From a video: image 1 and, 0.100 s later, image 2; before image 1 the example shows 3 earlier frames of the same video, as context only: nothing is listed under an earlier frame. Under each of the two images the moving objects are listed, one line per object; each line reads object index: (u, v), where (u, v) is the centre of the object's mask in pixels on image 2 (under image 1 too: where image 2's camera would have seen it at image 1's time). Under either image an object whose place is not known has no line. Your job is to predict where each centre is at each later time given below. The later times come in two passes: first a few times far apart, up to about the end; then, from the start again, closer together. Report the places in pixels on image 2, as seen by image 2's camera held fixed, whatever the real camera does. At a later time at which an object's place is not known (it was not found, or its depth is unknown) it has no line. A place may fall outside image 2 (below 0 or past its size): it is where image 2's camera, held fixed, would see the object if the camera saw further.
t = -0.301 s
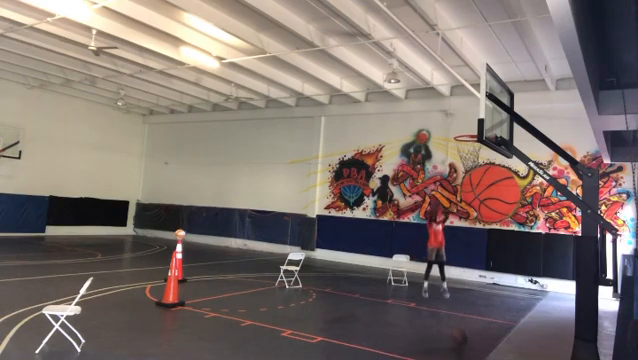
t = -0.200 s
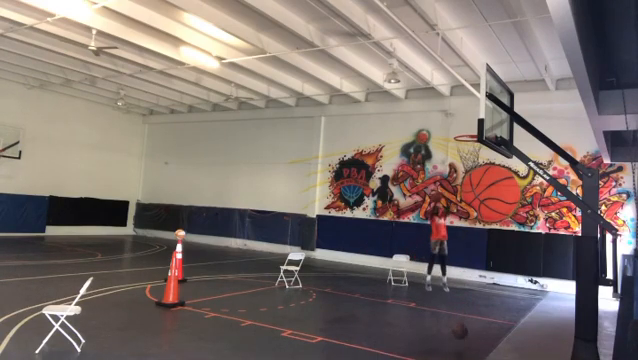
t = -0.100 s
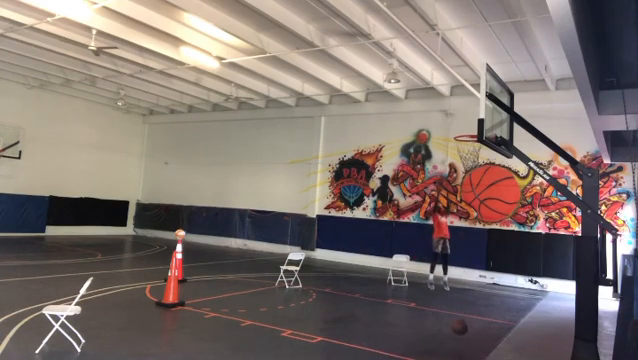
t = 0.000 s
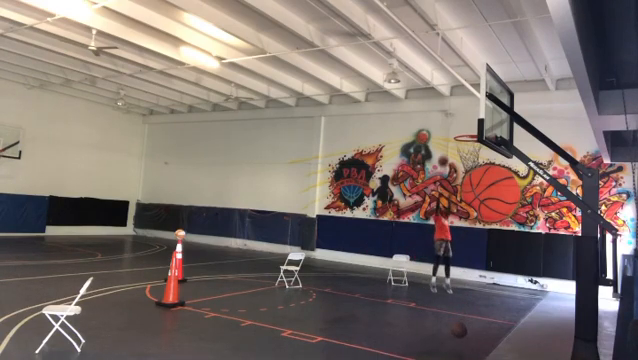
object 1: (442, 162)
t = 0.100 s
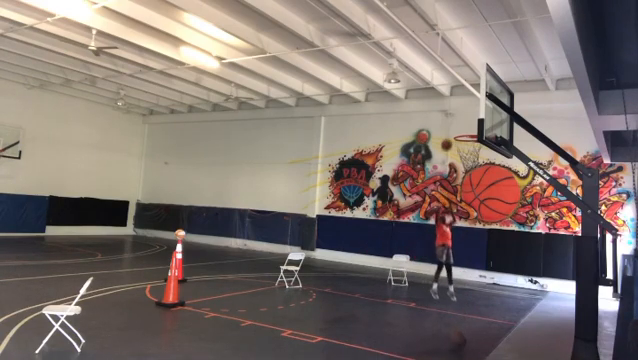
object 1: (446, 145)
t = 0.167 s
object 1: (448, 136)
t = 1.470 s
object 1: (469, 251)
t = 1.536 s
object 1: (468, 274)
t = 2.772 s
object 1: (410, 297)
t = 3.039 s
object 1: (401, 269)
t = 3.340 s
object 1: (390, 254)
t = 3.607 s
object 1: (378, 279)
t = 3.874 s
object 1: (369, 281)
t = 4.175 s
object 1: (358, 266)
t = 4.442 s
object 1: (347, 291)
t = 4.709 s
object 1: (339, 275)
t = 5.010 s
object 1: (328, 283)
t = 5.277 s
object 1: (319, 279)
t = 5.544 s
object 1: (311, 284)
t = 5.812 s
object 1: (304, 281)
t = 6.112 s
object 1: (295, 290)
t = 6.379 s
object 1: (288, 283)
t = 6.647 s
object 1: (280, 284)
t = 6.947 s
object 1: (272, 285)
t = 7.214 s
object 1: (267, 285)
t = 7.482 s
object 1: (257, 287)
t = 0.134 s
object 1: (447, 140)
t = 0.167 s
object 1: (448, 136)
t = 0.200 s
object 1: (449, 132)
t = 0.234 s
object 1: (450, 129)
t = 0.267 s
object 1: (452, 126)
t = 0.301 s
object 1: (453, 123)
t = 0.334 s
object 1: (454, 121)
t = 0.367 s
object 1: (455, 120)
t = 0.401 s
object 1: (456, 119)
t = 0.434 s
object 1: (457, 118)
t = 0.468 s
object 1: (458, 119)
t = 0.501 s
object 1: (459, 120)
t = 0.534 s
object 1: (460, 121)
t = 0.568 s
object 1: (461, 124)
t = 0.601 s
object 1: (462, 127)
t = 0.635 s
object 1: (463, 130)
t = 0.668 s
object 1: (463, 135)
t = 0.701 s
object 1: (466, 139)
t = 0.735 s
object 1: (473, 146)
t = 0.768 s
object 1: (479, 151)
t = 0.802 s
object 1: (482, 154)
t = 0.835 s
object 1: (485, 155)
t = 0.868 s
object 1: (485, 156)
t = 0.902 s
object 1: (485, 156)
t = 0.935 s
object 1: (484, 157)
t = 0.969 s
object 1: (483, 158)
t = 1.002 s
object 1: (482, 160)
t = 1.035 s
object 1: (481, 163)
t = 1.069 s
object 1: (481, 166)
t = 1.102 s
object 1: (481, 170)
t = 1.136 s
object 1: (480, 175)
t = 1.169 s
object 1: (479, 180)
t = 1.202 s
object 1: (478, 186)
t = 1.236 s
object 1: (477, 191)
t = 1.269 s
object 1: (476, 199)
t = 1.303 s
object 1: (476, 205)
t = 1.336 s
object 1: (474, 214)
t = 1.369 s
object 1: (473, 223)
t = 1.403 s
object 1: (471, 228)
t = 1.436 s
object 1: (471, 240)
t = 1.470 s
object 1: (469, 251)
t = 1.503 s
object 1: (469, 261)
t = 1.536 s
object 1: (468, 274)
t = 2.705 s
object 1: (412, 278)
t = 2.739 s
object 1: (413, 288)
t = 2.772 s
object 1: (410, 297)
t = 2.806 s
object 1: (410, 306)
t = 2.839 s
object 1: (409, 306)
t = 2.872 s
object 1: (408, 299)
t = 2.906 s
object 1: (406, 291)
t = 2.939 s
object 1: (405, 285)
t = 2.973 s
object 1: (403, 280)
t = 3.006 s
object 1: (403, 274)
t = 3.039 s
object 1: (401, 269)
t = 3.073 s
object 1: (400, 265)
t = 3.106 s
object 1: (399, 261)
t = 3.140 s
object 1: (397, 258)
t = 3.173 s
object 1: (396, 256)
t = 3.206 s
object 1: (395, 254)
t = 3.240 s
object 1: (394, 253)
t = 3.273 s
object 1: (392, 253)
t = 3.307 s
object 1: (391, 253)
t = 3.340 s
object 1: (390, 254)
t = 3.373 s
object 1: (389, 255)
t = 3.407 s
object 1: (387, 257)
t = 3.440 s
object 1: (386, 259)
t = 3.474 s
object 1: (384, 263)
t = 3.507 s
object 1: (382, 266)
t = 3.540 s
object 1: (381, 269)
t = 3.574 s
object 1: (379, 274)
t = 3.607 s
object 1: (378, 279)
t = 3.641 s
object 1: (377, 284)
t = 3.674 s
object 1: (376, 290)
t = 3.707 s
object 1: (374, 298)
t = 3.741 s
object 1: (373, 303)
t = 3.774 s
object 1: (372, 296)
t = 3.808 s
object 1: (371, 290)
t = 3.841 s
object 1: (370, 285)
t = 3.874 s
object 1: (369, 281)
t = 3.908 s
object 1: (368, 277)
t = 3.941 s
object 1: (367, 275)
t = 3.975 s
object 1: (364, 271)
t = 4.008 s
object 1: (364, 269)
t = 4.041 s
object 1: (363, 267)
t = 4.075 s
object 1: (362, 267)
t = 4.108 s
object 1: (360, 266)
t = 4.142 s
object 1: (359, 266)
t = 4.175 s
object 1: (358, 266)
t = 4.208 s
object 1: (356, 268)
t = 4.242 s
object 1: (355, 271)
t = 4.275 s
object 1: (354, 271)
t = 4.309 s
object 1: (354, 273)
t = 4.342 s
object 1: (352, 278)
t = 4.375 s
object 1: (350, 281)
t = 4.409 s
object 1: (349, 286)
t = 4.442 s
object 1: (347, 291)
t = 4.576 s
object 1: (343, 286)
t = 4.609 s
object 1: (342, 283)
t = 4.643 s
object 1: (341, 280)
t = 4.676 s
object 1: (340, 277)
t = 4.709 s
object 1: (339, 275)
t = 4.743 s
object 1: (338, 274)
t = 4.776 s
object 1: (337, 274)
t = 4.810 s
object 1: (335, 274)
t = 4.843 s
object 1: (334, 274)
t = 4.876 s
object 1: (333, 274)
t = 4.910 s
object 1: (332, 276)
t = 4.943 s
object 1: (330, 278)
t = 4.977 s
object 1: (329, 280)
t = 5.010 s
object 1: (328, 283)
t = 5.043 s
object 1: (327, 286)
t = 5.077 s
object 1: (325, 291)
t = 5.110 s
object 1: (324, 294)
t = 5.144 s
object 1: (324, 291)
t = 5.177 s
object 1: (323, 287)
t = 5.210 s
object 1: (321, 284)
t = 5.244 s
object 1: (321, 282)
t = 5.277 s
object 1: (319, 279)
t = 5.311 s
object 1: (318, 278)
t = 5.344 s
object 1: (318, 277)
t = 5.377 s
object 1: (317, 277)
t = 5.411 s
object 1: (316, 278)
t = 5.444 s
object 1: (315, 278)
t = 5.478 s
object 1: (314, 279)
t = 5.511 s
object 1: (313, 280)
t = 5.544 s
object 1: (311, 284)
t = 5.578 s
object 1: (310, 286)
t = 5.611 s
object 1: (309, 290)
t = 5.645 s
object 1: (308, 293)
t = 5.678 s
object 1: (308, 290)
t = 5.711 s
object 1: (307, 286)
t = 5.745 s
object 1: (306, 284)
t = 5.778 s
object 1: (305, 282)
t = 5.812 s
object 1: (304, 281)
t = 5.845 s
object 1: (303, 280)
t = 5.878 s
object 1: (303, 280)
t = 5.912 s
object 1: (302, 280)
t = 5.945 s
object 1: (301, 280)
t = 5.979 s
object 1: (299, 282)
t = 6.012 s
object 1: (298, 284)
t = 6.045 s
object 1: (297, 287)
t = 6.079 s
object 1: (295, 289)
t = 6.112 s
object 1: (295, 290)
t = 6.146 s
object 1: (295, 288)
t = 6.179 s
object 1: (293, 285)
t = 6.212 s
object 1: (292, 283)
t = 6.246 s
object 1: (291, 282)
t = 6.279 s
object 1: (291, 282)
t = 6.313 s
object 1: (290, 282)
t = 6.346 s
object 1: (289, 283)
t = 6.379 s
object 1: (288, 283)
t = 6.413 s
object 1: (288, 284)
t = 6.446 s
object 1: (286, 285)
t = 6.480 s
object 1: (284, 290)
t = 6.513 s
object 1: (284, 288)
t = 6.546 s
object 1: (283, 286)
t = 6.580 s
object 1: (282, 285)
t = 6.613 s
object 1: (281, 284)
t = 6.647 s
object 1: (280, 284)
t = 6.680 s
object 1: (279, 284)
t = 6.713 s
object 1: (279, 285)
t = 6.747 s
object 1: (278, 285)
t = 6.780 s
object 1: (277, 287)
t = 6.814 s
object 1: (276, 290)
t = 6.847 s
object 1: (276, 287)
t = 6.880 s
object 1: (274, 286)
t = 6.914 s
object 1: (273, 285)
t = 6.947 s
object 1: (272, 285)
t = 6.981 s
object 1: (272, 285)
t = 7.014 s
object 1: (271, 285)
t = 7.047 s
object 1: (270, 286)
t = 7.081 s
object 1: (269, 288)
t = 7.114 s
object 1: (268, 287)
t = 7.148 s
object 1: (267, 285)
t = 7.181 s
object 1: (267, 285)
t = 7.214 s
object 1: (267, 285)
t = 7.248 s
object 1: (265, 285)
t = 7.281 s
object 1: (264, 287)
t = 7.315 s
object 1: (262, 287)
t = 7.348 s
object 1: (262, 286)
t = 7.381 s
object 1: (260, 286)
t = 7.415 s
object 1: (259, 286)
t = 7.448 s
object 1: (258, 286)
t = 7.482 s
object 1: (257, 287)
